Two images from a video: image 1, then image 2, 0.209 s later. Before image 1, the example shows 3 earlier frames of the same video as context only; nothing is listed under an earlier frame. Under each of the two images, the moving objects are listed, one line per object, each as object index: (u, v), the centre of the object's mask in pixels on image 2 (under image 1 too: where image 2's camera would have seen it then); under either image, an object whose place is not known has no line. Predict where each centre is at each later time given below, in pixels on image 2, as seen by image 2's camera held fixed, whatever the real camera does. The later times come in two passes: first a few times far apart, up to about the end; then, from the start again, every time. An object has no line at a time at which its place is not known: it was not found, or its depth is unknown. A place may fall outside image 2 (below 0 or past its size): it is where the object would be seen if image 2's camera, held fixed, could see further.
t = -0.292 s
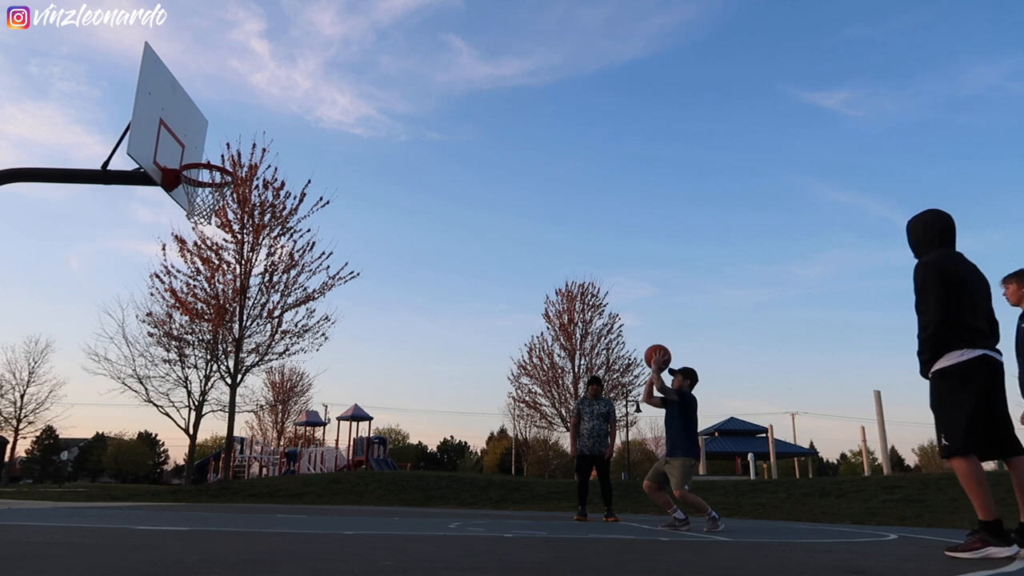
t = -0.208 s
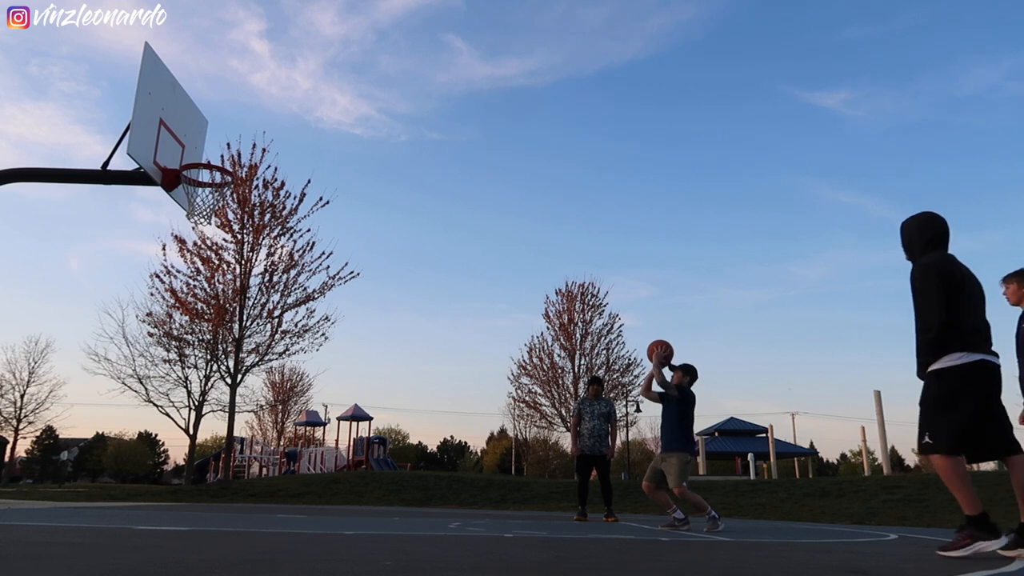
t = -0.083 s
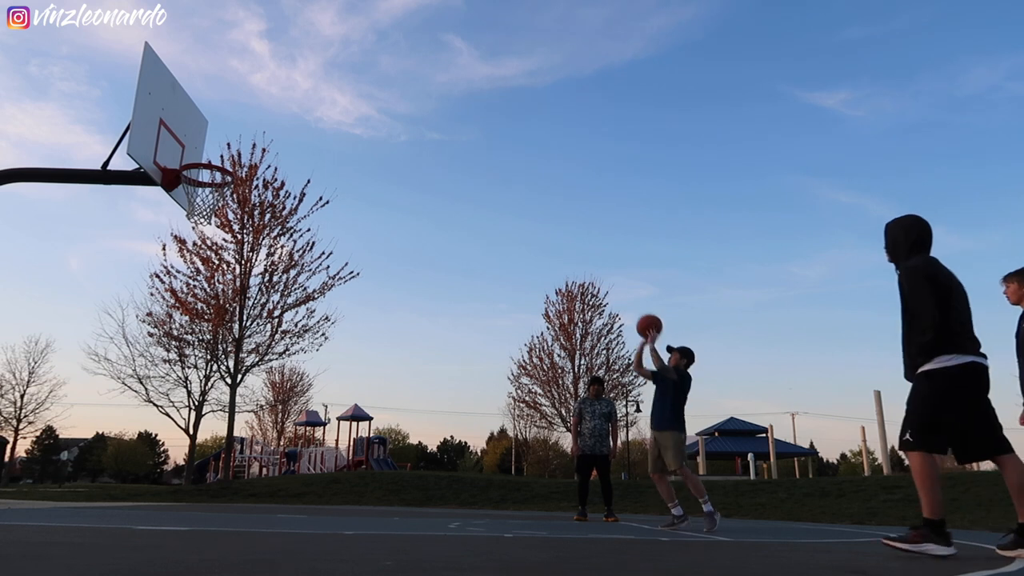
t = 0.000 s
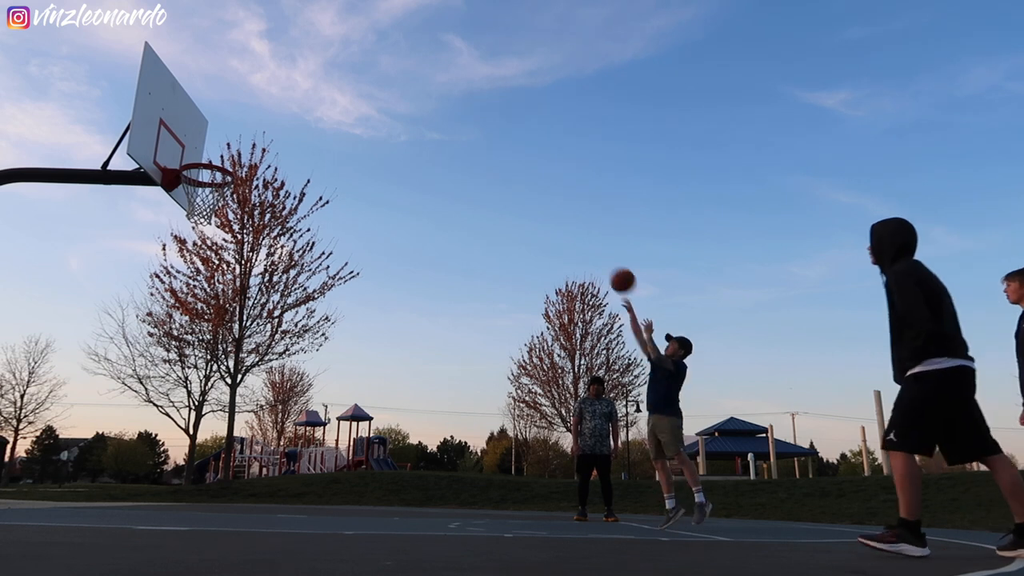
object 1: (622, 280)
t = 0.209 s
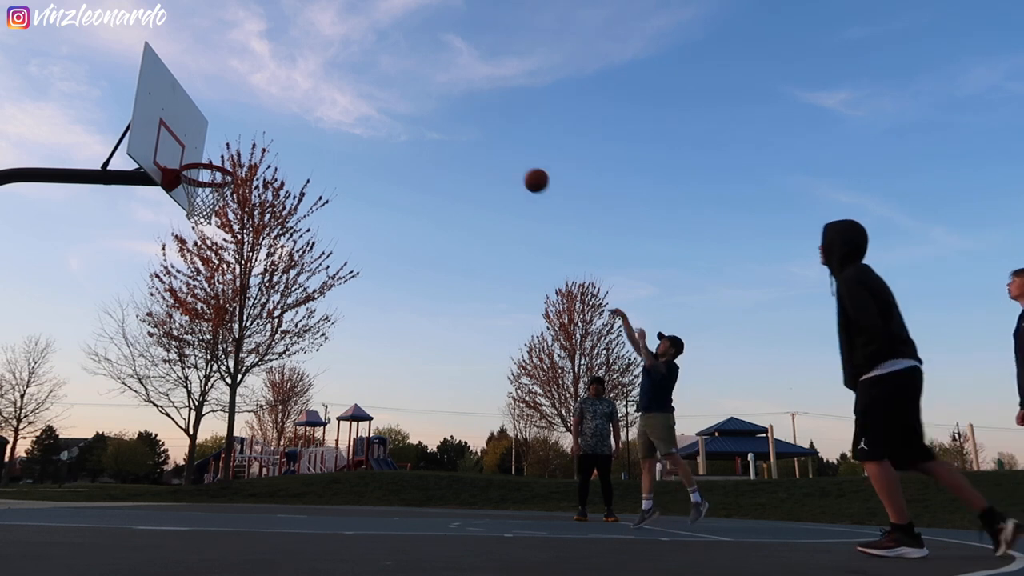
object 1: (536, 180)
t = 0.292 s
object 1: (503, 153)
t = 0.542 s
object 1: (402, 111)
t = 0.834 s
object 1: (280, 135)
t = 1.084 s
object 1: (205, 141)
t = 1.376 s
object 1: (216, 143)
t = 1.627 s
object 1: (244, 156)
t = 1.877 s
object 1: (260, 187)
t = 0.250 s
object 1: (519, 165)
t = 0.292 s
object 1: (503, 153)
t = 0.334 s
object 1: (486, 142)
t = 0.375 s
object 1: (469, 133)
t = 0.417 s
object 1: (453, 125)
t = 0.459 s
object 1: (436, 119)
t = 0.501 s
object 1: (419, 114)
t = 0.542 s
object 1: (402, 111)
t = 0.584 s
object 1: (385, 110)
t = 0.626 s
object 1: (368, 110)
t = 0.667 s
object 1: (351, 111)
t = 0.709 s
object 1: (333, 115)
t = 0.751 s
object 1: (316, 120)
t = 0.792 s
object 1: (298, 126)
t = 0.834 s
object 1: (280, 135)
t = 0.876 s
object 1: (261, 145)
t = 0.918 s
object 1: (242, 157)
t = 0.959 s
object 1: (229, 159)
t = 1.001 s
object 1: (221, 151)
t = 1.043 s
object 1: (213, 145)
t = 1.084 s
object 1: (205, 141)
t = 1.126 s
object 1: (196, 138)
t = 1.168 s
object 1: (188, 136)
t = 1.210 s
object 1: (186, 135)
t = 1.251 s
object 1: (194, 135)
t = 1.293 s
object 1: (201, 136)
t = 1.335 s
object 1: (208, 139)
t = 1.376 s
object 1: (216, 143)
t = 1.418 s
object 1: (223, 149)
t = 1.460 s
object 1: (229, 157)
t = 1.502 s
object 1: (234, 162)
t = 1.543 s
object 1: (238, 159)
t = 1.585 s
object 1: (241, 156)
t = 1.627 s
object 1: (244, 156)
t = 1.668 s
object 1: (248, 157)
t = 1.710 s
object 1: (250, 159)
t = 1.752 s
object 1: (253, 164)
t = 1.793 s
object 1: (256, 169)
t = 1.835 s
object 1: (258, 177)
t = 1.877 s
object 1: (260, 187)
